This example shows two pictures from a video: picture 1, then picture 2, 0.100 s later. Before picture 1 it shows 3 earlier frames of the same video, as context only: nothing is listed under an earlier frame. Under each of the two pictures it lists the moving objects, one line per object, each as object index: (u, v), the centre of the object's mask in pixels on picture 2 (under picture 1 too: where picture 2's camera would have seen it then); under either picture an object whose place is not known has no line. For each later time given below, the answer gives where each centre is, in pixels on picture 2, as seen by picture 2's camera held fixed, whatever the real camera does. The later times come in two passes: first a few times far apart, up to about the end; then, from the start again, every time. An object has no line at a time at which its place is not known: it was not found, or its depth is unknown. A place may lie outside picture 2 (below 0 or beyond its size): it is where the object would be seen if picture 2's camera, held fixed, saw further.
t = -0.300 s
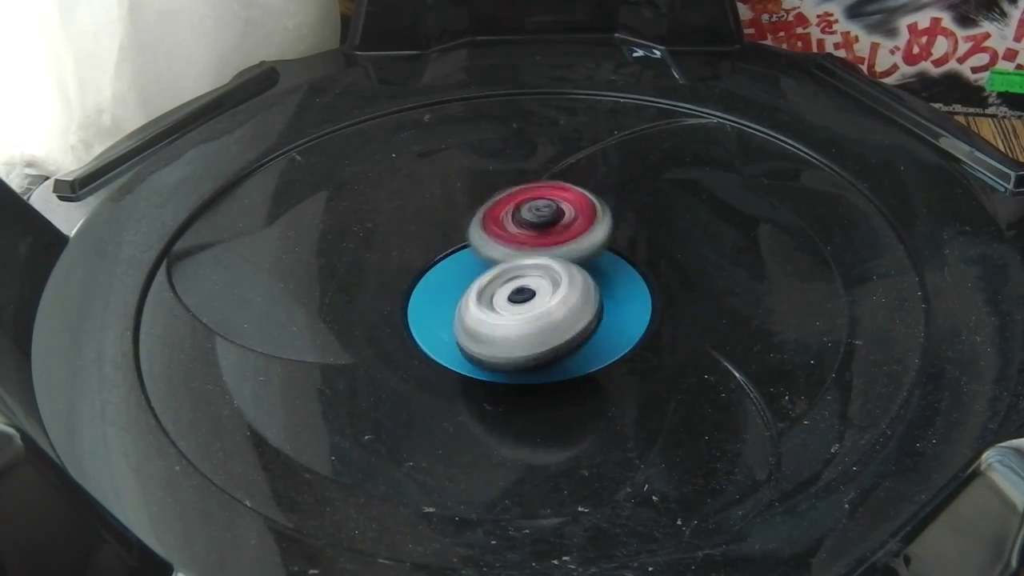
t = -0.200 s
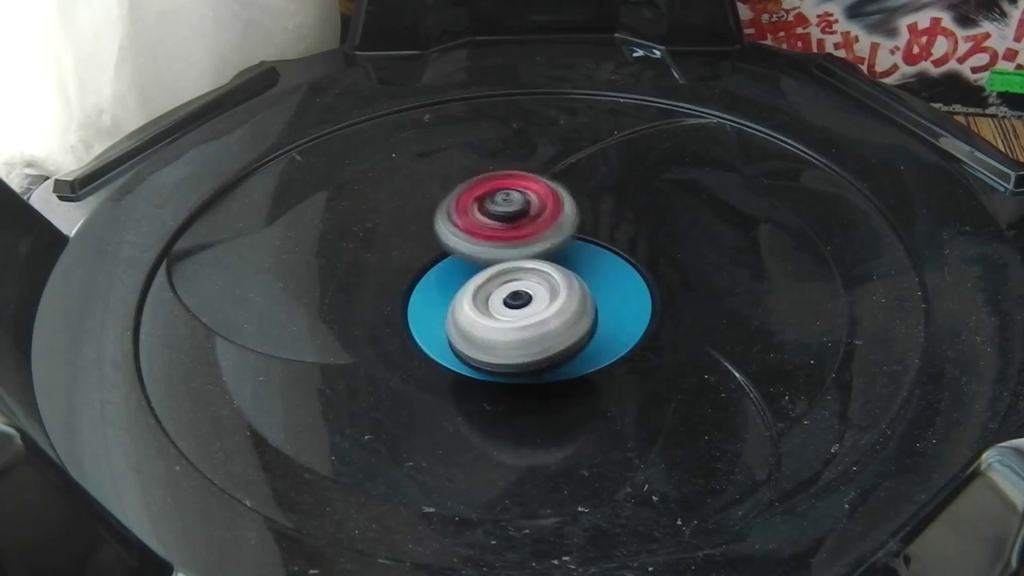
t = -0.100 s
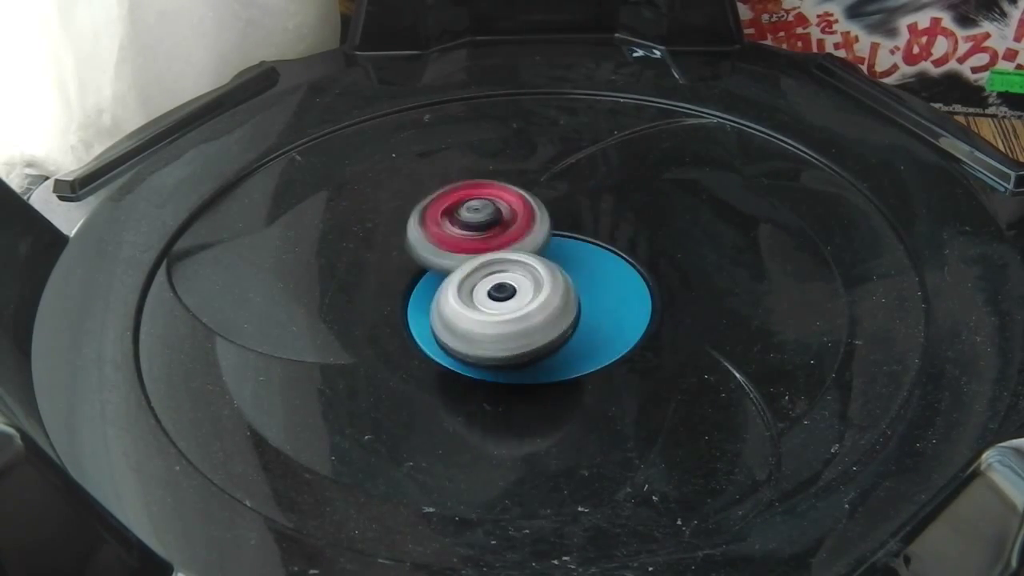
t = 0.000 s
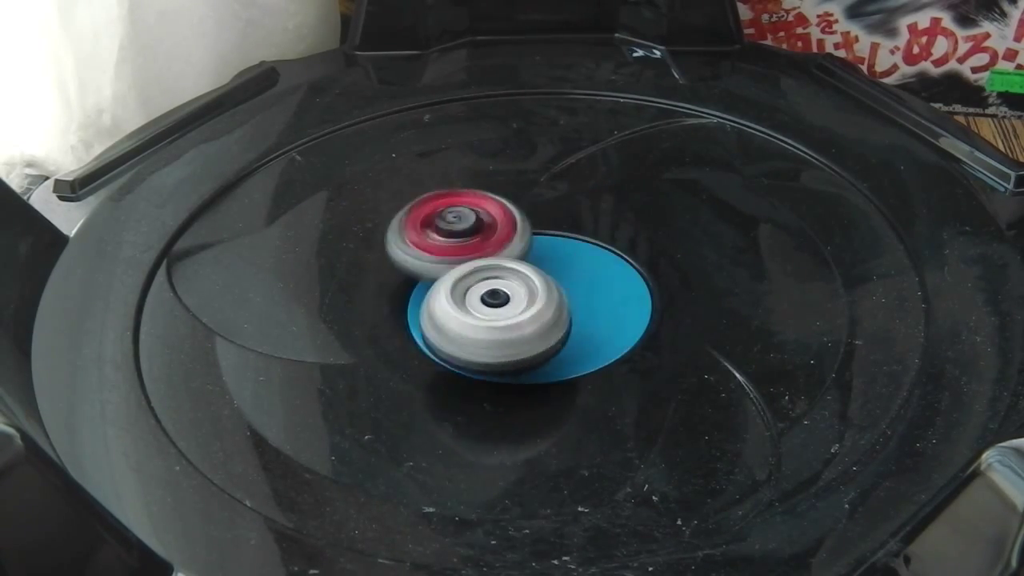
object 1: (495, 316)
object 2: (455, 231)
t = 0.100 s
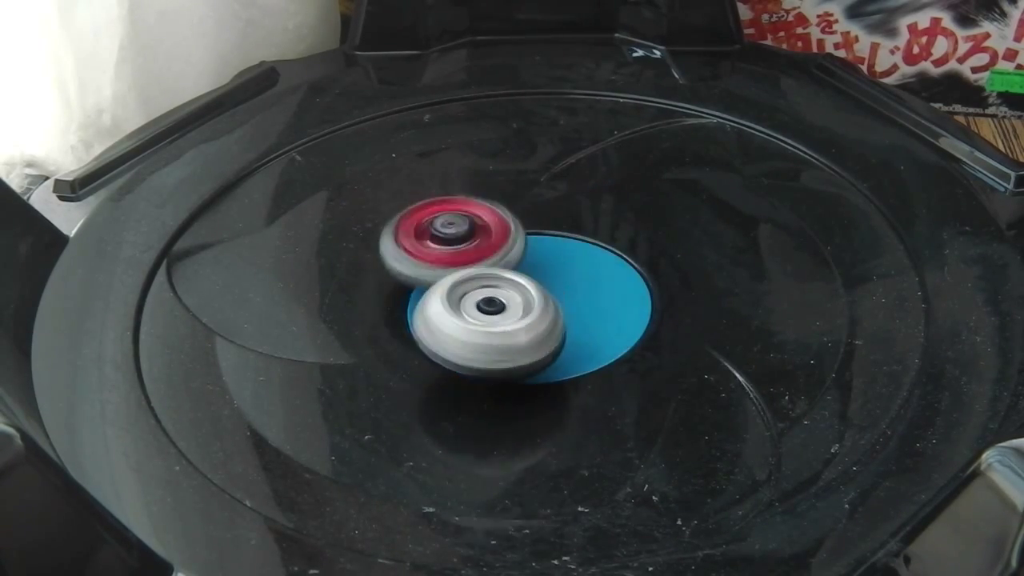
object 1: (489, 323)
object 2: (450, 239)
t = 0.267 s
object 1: (488, 342)
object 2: (460, 241)
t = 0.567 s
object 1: (505, 347)
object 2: (548, 246)
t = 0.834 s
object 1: (511, 326)
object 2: (579, 232)
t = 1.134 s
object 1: (449, 306)
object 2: (561, 238)
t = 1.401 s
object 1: (380, 303)
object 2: (567, 280)
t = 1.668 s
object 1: (364, 310)
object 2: (584, 299)
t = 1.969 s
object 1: (382, 314)
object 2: (539, 295)
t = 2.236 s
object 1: (306, 334)
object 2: (481, 257)
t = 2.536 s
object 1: (309, 321)
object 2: (494, 301)
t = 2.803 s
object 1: (324, 300)
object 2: (533, 254)
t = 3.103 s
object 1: (333, 268)
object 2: (478, 257)
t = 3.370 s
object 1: (265, 270)
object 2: (555, 264)
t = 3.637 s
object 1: (270, 285)
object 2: (549, 243)
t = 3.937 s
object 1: (341, 290)
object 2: (510, 274)
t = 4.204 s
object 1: (439, 231)
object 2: (572, 282)
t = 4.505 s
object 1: (510, 170)
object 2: (550, 261)
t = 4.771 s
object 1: (492, 166)
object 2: (505, 304)
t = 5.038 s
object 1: (489, 186)
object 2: (553, 296)
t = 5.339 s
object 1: (536, 198)
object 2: (555, 300)
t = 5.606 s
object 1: (555, 206)
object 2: (549, 302)
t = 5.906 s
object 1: (554, 199)
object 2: (522, 318)
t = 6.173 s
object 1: (559, 212)
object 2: (498, 297)
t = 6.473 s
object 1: (580, 213)
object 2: (434, 266)
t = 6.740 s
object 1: (583, 222)
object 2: (447, 268)
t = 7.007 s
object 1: (621, 214)
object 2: (475, 300)
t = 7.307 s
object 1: (621, 236)
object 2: (490, 306)
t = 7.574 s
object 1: (619, 241)
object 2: (477, 289)
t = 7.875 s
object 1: (621, 251)
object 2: (463, 275)
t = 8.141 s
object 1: (622, 257)
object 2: (458, 269)
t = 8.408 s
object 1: (630, 262)
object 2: (468, 269)
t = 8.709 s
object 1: (624, 285)
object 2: (468, 265)
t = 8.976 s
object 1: (615, 291)
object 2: (466, 264)
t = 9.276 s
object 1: (618, 292)
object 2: (477, 259)
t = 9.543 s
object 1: (611, 301)
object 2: (489, 250)
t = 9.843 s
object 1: (587, 311)
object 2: (502, 240)
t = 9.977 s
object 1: (559, 315)
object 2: (492, 236)
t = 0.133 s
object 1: (488, 328)
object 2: (450, 239)
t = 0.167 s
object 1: (488, 334)
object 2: (450, 237)
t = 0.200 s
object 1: (489, 338)
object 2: (452, 238)
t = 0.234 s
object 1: (488, 340)
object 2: (455, 239)
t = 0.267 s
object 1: (488, 342)
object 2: (460, 241)
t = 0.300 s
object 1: (488, 344)
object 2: (466, 243)
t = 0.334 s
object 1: (489, 345)
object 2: (474, 245)
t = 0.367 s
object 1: (490, 347)
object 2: (482, 247)
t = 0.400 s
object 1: (491, 347)
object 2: (492, 249)
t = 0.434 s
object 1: (494, 348)
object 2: (505, 250)
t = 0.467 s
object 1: (497, 349)
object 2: (516, 250)
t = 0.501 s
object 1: (499, 349)
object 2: (528, 249)
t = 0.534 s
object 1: (502, 348)
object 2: (537, 247)
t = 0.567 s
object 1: (505, 347)
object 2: (548, 246)
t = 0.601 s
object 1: (508, 346)
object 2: (557, 244)
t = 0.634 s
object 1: (510, 344)
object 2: (564, 241)
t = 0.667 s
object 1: (512, 342)
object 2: (569, 240)
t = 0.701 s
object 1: (514, 340)
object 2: (573, 238)
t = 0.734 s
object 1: (515, 338)
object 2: (576, 235)
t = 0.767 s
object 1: (517, 335)
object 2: (578, 234)
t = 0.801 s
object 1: (516, 332)
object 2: (579, 233)
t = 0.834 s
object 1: (511, 326)
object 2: (579, 232)
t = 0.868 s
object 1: (504, 317)
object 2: (578, 231)
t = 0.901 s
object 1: (499, 310)
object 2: (578, 231)
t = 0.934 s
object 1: (483, 314)
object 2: (578, 229)
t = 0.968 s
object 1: (471, 317)
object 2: (578, 227)
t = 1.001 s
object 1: (464, 318)
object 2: (575, 227)
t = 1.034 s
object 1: (461, 315)
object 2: (572, 228)
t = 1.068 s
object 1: (457, 312)
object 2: (568, 231)
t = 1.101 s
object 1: (453, 308)
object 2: (565, 234)
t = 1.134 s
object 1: (449, 306)
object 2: (561, 238)
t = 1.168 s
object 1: (445, 303)
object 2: (559, 241)
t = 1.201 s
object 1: (433, 303)
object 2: (559, 245)
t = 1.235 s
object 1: (415, 304)
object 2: (559, 250)
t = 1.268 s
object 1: (403, 303)
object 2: (560, 256)
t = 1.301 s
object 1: (396, 303)
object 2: (560, 262)
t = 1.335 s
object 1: (390, 303)
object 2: (562, 268)
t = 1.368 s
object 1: (385, 303)
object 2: (563, 274)
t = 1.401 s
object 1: (380, 303)
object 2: (567, 280)
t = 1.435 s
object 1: (376, 304)
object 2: (572, 286)
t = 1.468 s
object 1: (372, 304)
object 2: (576, 291)
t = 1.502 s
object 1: (369, 305)
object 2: (581, 294)
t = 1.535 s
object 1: (367, 306)
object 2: (581, 296)
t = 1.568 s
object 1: (365, 307)
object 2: (584, 296)
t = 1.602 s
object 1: (364, 308)
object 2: (584, 298)
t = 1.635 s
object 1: (364, 309)
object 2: (585, 299)
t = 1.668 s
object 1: (364, 310)
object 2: (584, 299)
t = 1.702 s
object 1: (365, 311)
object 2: (583, 299)
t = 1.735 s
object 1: (367, 312)
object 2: (579, 297)
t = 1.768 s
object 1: (370, 312)
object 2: (574, 298)
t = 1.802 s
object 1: (372, 313)
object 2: (569, 298)
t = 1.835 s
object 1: (376, 313)
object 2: (562, 300)
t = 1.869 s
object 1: (380, 313)
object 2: (555, 300)
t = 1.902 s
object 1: (384, 312)
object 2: (548, 299)
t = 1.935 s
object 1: (387, 311)
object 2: (542, 298)
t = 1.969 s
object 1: (382, 314)
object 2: (539, 295)
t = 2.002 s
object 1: (383, 314)
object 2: (534, 294)
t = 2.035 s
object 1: (367, 315)
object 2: (537, 286)
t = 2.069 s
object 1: (341, 324)
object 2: (546, 277)
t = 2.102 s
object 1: (323, 333)
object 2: (544, 268)
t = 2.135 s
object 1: (314, 337)
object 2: (529, 258)
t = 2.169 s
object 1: (311, 337)
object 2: (511, 254)
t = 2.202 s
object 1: (308, 335)
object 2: (495, 255)
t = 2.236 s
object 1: (306, 334)
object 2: (481, 257)
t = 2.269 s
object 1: (305, 333)
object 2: (469, 261)
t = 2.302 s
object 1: (304, 332)
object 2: (461, 267)
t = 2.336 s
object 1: (304, 331)
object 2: (455, 274)
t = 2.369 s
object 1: (304, 329)
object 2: (454, 280)
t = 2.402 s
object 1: (304, 328)
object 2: (456, 286)
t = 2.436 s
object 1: (305, 326)
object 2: (460, 291)
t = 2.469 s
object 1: (306, 325)
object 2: (468, 297)
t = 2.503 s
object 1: (308, 323)
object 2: (480, 300)
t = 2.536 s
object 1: (309, 321)
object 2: (494, 301)
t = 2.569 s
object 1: (311, 319)
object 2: (505, 298)
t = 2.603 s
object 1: (313, 317)
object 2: (516, 295)
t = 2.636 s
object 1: (316, 315)
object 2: (524, 293)
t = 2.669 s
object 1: (317, 312)
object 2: (532, 287)
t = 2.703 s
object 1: (318, 308)
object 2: (538, 280)
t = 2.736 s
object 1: (318, 305)
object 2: (544, 272)
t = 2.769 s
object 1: (321, 304)
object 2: (542, 261)
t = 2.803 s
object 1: (324, 300)
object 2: (533, 254)
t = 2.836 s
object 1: (327, 298)
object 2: (523, 248)
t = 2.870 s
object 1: (329, 294)
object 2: (514, 244)
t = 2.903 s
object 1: (331, 291)
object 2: (506, 244)
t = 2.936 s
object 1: (333, 287)
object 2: (497, 244)
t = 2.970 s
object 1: (334, 283)
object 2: (490, 245)
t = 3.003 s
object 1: (335, 280)
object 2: (484, 247)
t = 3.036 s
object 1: (336, 276)
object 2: (480, 249)
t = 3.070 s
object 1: (336, 271)
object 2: (478, 254)
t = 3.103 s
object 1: (333, 268)
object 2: (478, 257)
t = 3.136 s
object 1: (313, 269)
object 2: (486, 260)
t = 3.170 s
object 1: (298, 270)
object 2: (493, 263)
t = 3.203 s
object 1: (290, 269)
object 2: (497, 266)
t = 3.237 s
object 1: (284, 269)
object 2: (502, 270)
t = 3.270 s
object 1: (278, 268)
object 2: (510, 275)
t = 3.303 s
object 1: (274, 269)
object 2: (530, 278)
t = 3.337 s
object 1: (269, 270)
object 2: (547, 272)
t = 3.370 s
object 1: (265, 270)
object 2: (555, 264)
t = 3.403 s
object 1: (263, 271)
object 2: (559, 259)
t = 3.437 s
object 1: (261, 273)
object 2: (561, 255)
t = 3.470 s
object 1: (260, 275)
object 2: (561, 253)
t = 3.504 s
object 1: (260, 277)
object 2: (560, 249)
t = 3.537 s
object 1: (261, 278)
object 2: (560, 247)
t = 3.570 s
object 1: (263, 280)
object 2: (557, 245)
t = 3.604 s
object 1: (266, 283)
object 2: (553, 243)
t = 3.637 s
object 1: (270, 285)
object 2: (549, 243)
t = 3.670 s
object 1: (275, 286)
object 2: (544, 243)
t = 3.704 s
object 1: (281, 288)
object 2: (539, 243)
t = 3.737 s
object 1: (288, 290)
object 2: (534, 244)
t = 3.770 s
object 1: (295, 291)
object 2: (528, 247)
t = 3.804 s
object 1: (304, 293)
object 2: (524, 249)
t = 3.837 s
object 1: (312, 292)
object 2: (518, 252)
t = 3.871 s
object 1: (322, 292)
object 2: (512, 258)
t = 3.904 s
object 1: (331, 291)
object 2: (508, 265)
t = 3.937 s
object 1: (341, 290)
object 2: (510, 274)
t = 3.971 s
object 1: (350, 287)
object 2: (521, 282)
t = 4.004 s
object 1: (360, 283)
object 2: (531, 287)
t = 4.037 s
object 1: (370, 279)
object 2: (541, 288)
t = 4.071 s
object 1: (380, 273)
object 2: (550, 288)
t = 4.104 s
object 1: (391, 267)
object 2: (556, 288)
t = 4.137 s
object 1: (406, 257)
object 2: (562, 286)
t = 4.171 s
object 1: (428, 245)
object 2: (566, 283)
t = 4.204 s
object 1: (439, 231)
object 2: (572, 282)
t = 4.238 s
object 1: (449, 222)
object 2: (577, 279)
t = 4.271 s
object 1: (457, 212)
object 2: (578, 276)
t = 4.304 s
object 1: (469, 201)
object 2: (579, 271)
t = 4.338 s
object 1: (485, 191)
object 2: (578, 268)
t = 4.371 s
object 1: (500, 184)
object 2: (574, 265)
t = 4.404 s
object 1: (509, 180)
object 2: (570, 261)
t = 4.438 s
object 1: (512, 175)
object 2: (565, 261)
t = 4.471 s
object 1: (511, 172)
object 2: (558, 261)
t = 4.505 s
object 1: (510, 170)
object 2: (550, 261)
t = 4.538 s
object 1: (509, 167)
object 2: (540, 260)
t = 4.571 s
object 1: (507, 166)
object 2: (518, 263)
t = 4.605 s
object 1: (505, 165)
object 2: (506, 271)
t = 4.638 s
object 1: (502, 165)
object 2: (502, 279)
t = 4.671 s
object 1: (500, 165)
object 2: (499, 285)
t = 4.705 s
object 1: (497, 165)
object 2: (499, 292)
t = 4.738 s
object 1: (495, 165)
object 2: (501, 299)
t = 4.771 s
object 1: (492, 166)
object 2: (505, 304)
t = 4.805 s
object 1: (490, 168)
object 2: (510, 307)
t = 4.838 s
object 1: (488, 170)
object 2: (518, 309)
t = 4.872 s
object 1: (487, 171)
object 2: (524, 310)
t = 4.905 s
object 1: (486, 175)
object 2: (531, 311)
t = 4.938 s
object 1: (486, 178)
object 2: (539, 310)
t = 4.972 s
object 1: (486, 181)
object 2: (546, 306)
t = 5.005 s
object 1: (487, 183)
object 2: (551, 302)
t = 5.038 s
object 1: (489, 186)
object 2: (553, 296)
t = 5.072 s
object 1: (493, 192)
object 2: (553, 288)
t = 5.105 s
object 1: (498, 194)
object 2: (554, 286)
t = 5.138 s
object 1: (497, 187)
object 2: (557, 294)
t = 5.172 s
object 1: (500, 186)
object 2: (558, 295)
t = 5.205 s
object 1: (505, 189)
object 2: (559, 294)
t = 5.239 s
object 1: (517, 194)
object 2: (557, 293)
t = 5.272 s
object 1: (528, 200)
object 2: (555, 293)
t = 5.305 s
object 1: (533, 198)
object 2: (556, 297)
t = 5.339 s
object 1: (536, 198)
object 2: (555, 300)
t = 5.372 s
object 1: (539, 199)
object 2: (554, 301)
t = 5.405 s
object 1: (542, 200)
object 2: (553, 303)
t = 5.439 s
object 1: (545, 201)
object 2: (553, 305)
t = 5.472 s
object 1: (548, 202)
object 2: (552, 305)
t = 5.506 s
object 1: (550, 203)
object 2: (553, 305)
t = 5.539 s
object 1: (552, 204)
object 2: (551, 305)
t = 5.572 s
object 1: (554, 205)
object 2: (550, 304)
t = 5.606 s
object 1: (555, 206)
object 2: (549, 302)
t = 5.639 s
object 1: (556, 207)
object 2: (544, 302)
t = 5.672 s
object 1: (557, 202)
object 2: (540, 308)
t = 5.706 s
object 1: (555, 197)
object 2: (538, 311)
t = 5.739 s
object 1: (554, 197)
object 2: (534, 313)
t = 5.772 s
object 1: (554, 197)
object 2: (530, 316)
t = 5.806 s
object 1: (555, 198)
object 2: (529, 317)
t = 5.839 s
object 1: (555, 198)
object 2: (527, 317)
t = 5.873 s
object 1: (555, 198)
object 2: (524, 318)
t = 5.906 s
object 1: (554, 199)
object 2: (522, 318)
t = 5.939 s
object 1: (554, 200)
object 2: (521, 316)
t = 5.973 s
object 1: (554, 201)
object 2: (518, 316)
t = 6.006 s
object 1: (554, 202)
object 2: (516, 315)
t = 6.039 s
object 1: (554, 204)
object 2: (515, 311)
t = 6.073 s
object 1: (555, 205)
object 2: (512, 308)
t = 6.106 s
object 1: (555, 208)
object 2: (509, 305)
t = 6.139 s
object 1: (557, 210)
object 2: (504, 300)
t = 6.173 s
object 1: (559, 212)
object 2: (498, 297)
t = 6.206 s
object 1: (565, 209)
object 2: (488, 295)
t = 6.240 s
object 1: (569, 207)
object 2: (482, 289)
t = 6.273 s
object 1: (571, 206)
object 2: (476, 283)
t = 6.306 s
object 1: (573, 207)
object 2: (466, 279)
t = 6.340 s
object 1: (575, 209)
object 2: (459, 274)
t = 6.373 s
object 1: (577, 210)
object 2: (451, 272)
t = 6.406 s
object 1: (579, 211)
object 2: (444, 269)
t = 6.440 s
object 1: (579, 212)
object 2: (439, 268)
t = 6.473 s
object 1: (580, 213)
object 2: (434, 266)
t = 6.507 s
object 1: (581, 214)
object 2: (432, 265)
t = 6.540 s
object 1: (581, 216)
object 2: (429, 265)
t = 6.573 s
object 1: (582, 217)
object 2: (428, 265)
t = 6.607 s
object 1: (582, 218)
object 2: (431, 266)
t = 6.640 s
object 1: (582, 219)
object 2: (432, 266)
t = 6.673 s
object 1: (582, 220)
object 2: (435, 267)
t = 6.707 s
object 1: (582, 221)
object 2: (442, 267)
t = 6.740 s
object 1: (583, 222)
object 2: (447, 268)
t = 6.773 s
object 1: (590, 220)
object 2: (449, 271)
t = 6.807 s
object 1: (591, 219)
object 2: (455, 271)
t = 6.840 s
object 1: (591, 219)
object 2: (458, 273)
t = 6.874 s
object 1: (606, 212)
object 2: (450, 280)
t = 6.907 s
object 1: (616, 207)
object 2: (449, 287)
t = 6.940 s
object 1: (620, 207)
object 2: (453, 293)
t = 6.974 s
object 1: (621, 210)
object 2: (463, 298)
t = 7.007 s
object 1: (621, 214)
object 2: (475, 300)
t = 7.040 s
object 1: (618, 222)
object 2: (486, 298)
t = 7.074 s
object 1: (616, 227)
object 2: (498, 298)
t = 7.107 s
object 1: (621, 227)
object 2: (498, 298)
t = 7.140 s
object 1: (632, 221)
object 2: (491, 303)
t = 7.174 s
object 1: (637, 219)
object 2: (488, 305)
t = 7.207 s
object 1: (636, 219)
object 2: (488, 305)
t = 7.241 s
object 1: (632, 222)
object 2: (487, 306)
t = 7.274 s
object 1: (626, 229)
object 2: (488, 307)
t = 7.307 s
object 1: (621, 236)
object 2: (490, 306)
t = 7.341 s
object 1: (618, 240)
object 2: (490, 305)
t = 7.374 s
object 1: (617, 243)
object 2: (491, 304)
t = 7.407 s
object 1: (621, 240)
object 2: (488, 304)
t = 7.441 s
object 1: (623, 238)
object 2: (487, 302)
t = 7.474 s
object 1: (620, 238)
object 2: (487, 297)
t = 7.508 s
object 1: (618, 240)
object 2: (485, 294)
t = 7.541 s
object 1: (619, 241)
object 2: (481, 293)
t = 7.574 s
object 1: (619, 241)
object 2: (477, 289)
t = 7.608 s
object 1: (619, 242)
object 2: (475, 287)
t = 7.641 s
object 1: (618, 244)
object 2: (471, 287)
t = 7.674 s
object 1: (618, 246)
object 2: (468, 284)
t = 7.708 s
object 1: (618, 246)
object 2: (467, 283)
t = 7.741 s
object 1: (618, 248)
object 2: (466, 282)
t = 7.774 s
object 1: (617, 249)
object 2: (466, 280)
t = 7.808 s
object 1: (617, 250)
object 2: (466, 278)
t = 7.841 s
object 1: (616, 252)
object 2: (468, 276)
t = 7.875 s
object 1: (621, 251)
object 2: (463, 275)
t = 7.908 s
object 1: (626, 250)
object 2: (459, 275)
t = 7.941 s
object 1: (627, 250)
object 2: (457, 273)
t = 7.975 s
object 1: (625, 251)
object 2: (454, 273)
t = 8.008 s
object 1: (625, 253)
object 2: (454, 272)
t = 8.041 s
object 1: (625, 254)
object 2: (455, 271)
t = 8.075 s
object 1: (625, 255)
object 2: (454, 271)
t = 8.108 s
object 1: (624, 256)
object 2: (456, 271)
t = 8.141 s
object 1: (622, 257)
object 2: (458, 269)
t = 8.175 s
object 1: (621, 258)
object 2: (460, 270)
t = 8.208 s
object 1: (620, 261)
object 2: (463, 269)
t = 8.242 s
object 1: (619, 261)
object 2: (467, 268)
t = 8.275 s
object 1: (628, 261)
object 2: (463, 268)
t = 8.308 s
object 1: (634, 260)
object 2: (463, 269)
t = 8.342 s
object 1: (633, 259)
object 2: (463, 268)
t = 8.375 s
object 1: (631, 260)
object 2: (465, 269)
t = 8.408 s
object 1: (630, 262)
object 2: (468, 269)
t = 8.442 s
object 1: (629, 263)
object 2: (472, 269)
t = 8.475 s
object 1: (628, 265)
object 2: (476, 270)
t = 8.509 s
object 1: (635, 265)
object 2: (476, 270)
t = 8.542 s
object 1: (646, 264)
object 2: (474, 268)
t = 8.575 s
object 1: (645, 265)
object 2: (472, 268)
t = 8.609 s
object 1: (636, 272)
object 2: (472, 268)
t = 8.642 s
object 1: (625, 277)
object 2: (473, 266)
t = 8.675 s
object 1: (619, 282)
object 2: (474, 267)
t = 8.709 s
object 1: (624, 285)
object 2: (468, 265)
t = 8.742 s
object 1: (627, 285)
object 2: (465, 263)
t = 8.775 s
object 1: (626, 283)
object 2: (463, 262)
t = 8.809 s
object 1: (622, 284)
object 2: (462, 262)
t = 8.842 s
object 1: (619, 286)
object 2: (462, 261)
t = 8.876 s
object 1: (618, 289)
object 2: (461, 261)
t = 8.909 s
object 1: (617, 290)
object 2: (461, 262)
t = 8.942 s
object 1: (617, 290)
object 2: (464, 262)
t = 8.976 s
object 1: (615, 291)
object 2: (466, 264)
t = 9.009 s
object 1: (613, 292)
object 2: (470, 265)
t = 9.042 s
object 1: (613, 293)
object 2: (474, 265)
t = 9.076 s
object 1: (618, 295)
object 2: (473, 265)
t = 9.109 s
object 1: (619, 294)
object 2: (477, 265)
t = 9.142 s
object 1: (615, 291)
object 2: (479, 263)
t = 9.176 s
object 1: (618, 293)
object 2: (478, 262)
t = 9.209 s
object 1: (621, 293)
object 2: (479, 260)
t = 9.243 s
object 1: (621, 292)
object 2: (477, 259)
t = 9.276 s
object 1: (618, 292)
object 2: (477, 259)
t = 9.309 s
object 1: (615, 295)
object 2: (478, 257)
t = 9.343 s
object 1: (614, 297)
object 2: (478, 257)
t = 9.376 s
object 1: (614, 298)
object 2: (480, 256)
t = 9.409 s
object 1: (612, 298)
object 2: (482, 255)
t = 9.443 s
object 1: (610, 298)
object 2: (483, 254)
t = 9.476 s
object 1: (610, 300)
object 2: (484, 253)
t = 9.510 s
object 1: (612, 301)
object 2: (487, 251)
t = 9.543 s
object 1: (611, 301)
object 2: (489, 250)
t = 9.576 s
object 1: (608, 301)
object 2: (490, 248)
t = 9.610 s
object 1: (605, 302)
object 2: (495, 248)
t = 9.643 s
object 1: (604, 304)
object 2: (497, 247)
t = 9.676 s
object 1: (603, 305)
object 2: (499, 247)
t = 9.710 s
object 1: (603, 306)
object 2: (503, 246)
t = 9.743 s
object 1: (605, 305)
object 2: (504, 245)
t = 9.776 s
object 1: (606, 306)
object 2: (506, 244)
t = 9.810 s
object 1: (602, 307)
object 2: (506, 242)
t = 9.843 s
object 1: (587, 311)
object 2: (502, 240)
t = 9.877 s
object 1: (577, 311)
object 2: (501, 238)
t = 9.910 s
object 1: (568, 313)
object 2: (498, 237)
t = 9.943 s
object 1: (564, 316)
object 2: (494, 236)
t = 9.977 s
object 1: (559, 315)
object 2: (492, 236)
